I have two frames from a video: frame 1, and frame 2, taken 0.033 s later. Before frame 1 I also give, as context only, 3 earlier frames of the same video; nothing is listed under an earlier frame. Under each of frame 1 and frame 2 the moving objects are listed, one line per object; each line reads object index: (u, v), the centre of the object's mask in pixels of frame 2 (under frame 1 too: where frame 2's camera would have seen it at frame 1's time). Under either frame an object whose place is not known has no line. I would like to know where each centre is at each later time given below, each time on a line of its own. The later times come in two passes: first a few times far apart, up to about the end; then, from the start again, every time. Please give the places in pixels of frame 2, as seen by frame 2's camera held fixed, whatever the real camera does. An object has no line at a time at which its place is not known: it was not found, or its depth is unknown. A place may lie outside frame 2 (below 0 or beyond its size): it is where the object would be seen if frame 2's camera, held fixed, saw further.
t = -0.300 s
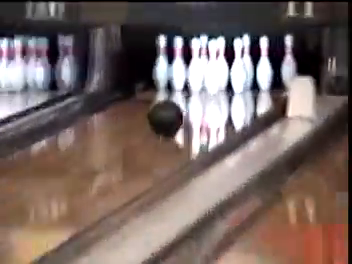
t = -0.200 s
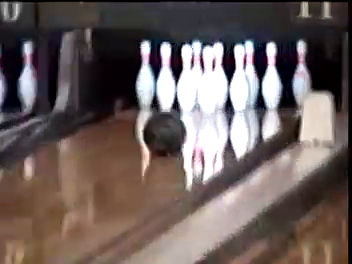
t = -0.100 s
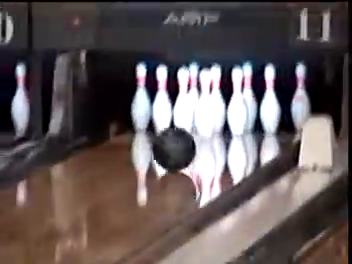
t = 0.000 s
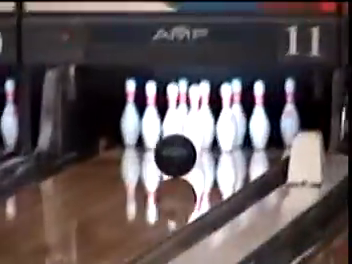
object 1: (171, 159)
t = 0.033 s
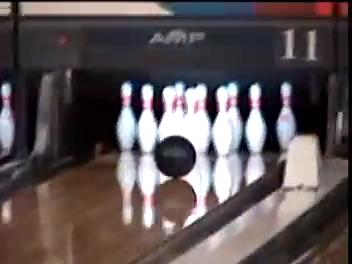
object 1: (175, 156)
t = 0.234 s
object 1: (191, 141)
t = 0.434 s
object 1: (192, 134)
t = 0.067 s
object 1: (178, 153)
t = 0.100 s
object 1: (181, 151)
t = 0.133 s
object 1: (184, 149)
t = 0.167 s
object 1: (187, 146)
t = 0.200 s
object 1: (189, 144)
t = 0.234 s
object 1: (191, 141)
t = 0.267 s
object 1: (195, 140)
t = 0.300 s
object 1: (198, 139)
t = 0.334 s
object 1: (201, 138)
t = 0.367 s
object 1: (198, 136)
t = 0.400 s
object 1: (196, 135)
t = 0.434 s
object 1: (192, 134)
